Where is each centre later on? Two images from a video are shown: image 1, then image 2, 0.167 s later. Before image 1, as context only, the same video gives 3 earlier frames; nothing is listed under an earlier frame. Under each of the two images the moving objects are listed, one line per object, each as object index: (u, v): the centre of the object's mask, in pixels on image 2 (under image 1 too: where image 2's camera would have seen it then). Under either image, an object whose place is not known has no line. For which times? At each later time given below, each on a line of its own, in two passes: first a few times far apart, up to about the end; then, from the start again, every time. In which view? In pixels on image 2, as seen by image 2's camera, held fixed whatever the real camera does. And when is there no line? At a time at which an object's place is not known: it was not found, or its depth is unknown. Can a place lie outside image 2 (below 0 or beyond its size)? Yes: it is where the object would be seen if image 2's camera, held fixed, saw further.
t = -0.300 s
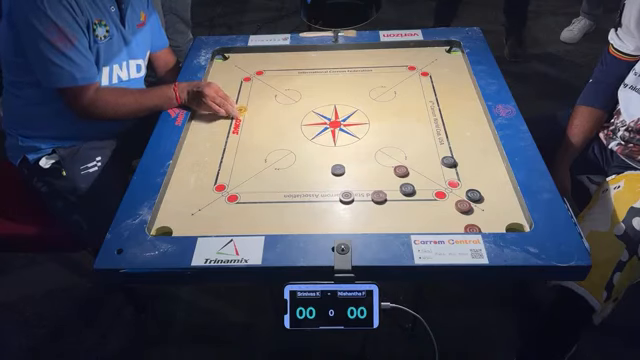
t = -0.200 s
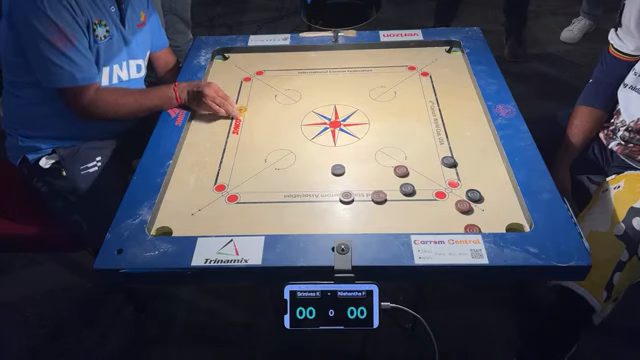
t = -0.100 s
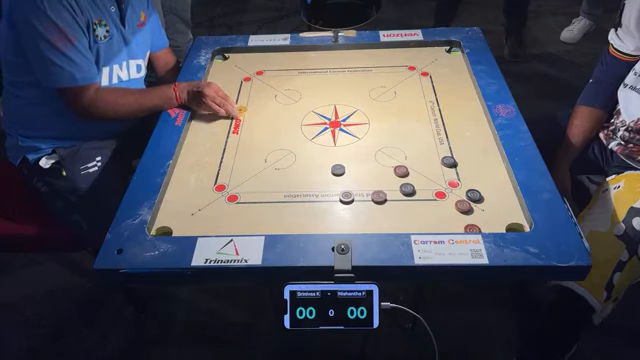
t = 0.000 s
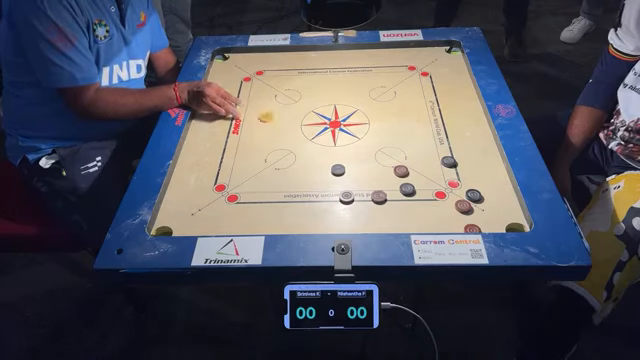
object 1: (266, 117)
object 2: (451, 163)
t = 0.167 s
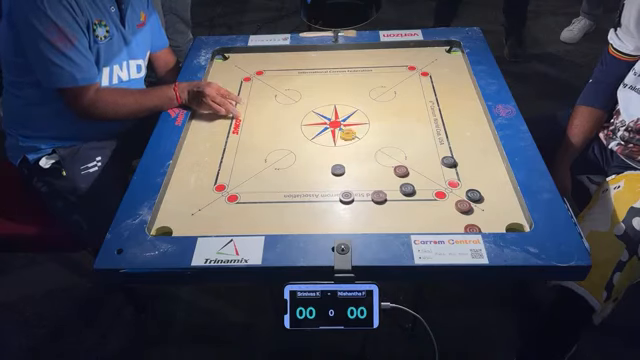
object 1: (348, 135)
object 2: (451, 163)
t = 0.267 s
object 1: (394, 144)
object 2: (451, 163)
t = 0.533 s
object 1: (479, 153)
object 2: (504, 198)
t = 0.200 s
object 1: (363, 138)
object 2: (451, 163)
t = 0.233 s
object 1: (379, 141)
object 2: (451, 163)
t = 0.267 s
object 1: (394, 144)
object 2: (451, 163)
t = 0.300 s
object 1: (408, 147)
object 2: (451, 163)
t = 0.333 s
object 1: (424, 150)
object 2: (451, 163)
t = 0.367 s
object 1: (437, 153)
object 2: (451, 162)
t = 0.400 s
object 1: (447, 153)
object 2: (460, 169)
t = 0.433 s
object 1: (456, 153)
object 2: (472, 177)
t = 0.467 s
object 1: (464, 153)
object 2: (483, 184)
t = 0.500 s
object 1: (472, 154)
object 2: (494, 191)
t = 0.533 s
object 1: (479, 153)
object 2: (504, 198)
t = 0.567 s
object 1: (485, 153)
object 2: (512, 205)
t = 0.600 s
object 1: (490, 153)
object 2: (508, 209)
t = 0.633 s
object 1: (489, 153)
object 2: (504, 213)
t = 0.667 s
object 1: (485, 153)
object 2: (501, 216)
